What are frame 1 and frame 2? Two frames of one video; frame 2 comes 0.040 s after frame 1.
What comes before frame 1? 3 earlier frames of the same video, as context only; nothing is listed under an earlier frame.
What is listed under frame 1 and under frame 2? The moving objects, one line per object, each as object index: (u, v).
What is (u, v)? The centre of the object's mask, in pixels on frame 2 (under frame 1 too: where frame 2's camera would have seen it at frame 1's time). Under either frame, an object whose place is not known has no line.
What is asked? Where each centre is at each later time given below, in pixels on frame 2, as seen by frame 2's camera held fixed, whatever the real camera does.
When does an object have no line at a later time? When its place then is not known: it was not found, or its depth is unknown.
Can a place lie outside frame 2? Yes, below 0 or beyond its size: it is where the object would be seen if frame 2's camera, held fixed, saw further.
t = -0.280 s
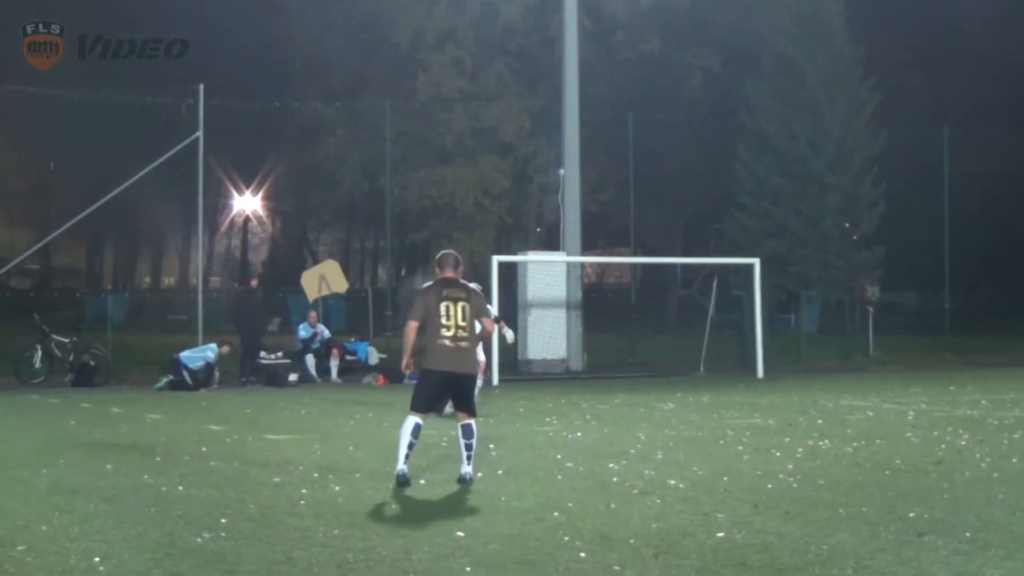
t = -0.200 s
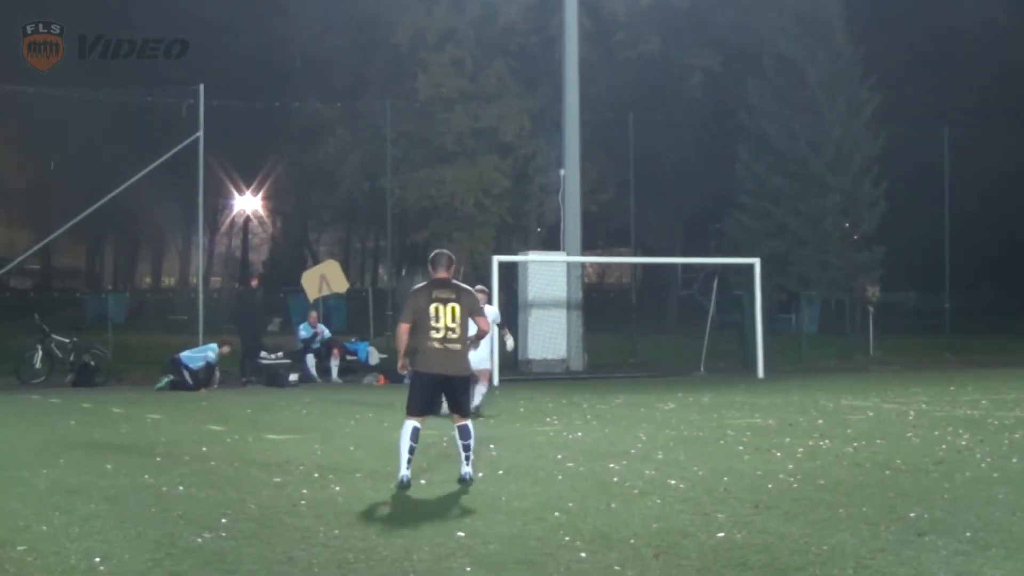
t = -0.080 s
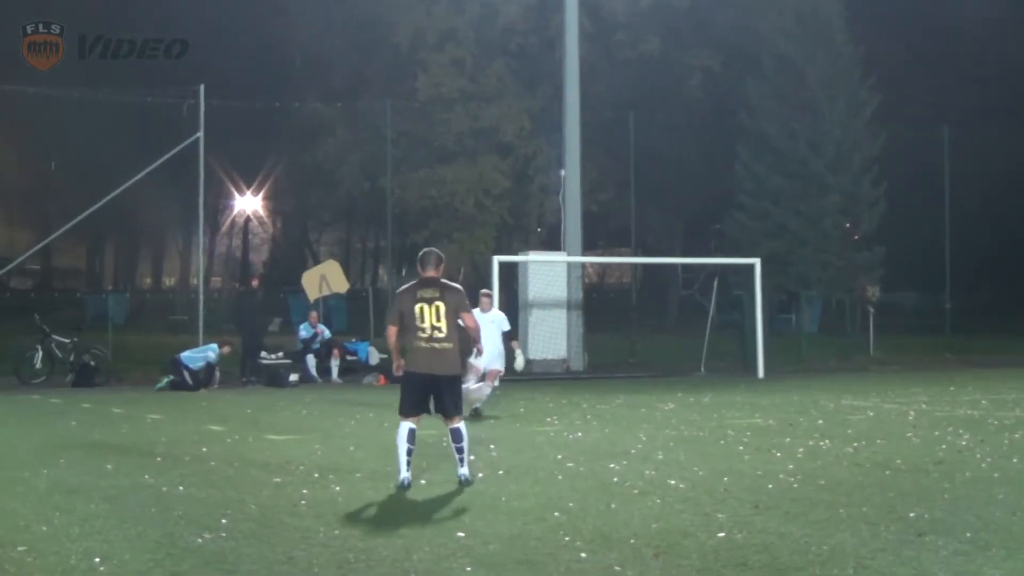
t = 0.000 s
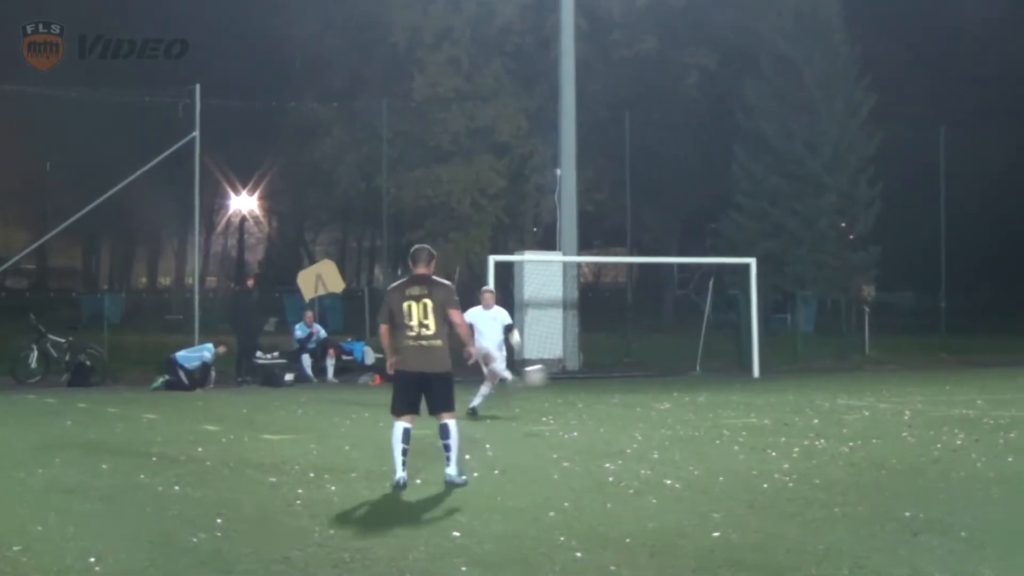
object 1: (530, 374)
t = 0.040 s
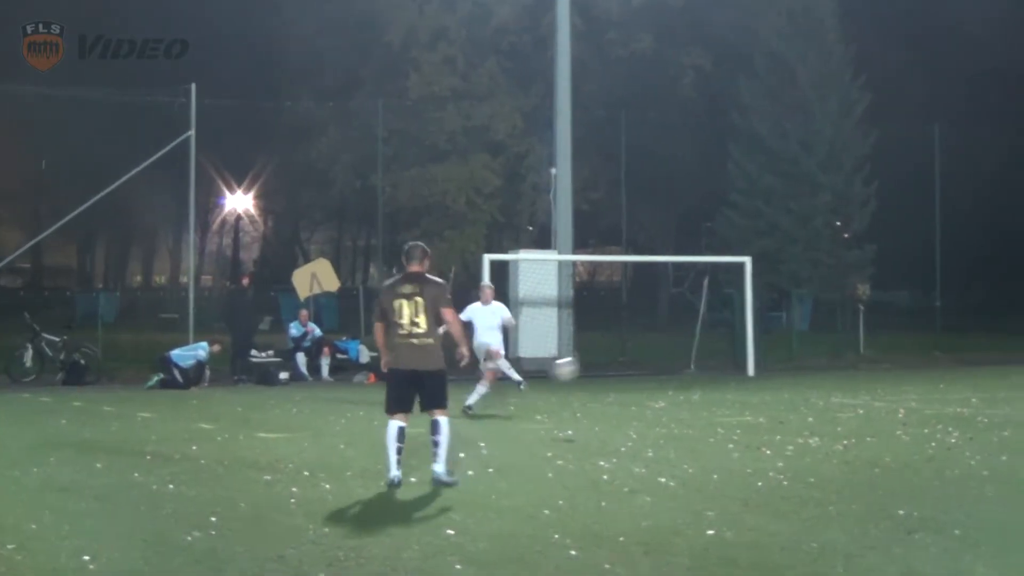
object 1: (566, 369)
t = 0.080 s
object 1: (602, 366)
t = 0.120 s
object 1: (640, 367)
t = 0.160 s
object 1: (685, 368)
